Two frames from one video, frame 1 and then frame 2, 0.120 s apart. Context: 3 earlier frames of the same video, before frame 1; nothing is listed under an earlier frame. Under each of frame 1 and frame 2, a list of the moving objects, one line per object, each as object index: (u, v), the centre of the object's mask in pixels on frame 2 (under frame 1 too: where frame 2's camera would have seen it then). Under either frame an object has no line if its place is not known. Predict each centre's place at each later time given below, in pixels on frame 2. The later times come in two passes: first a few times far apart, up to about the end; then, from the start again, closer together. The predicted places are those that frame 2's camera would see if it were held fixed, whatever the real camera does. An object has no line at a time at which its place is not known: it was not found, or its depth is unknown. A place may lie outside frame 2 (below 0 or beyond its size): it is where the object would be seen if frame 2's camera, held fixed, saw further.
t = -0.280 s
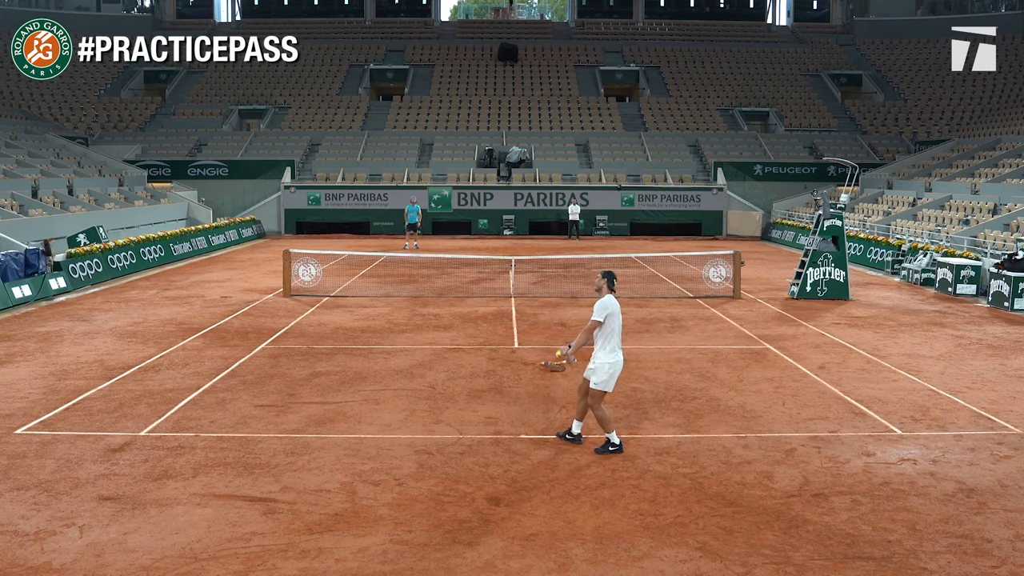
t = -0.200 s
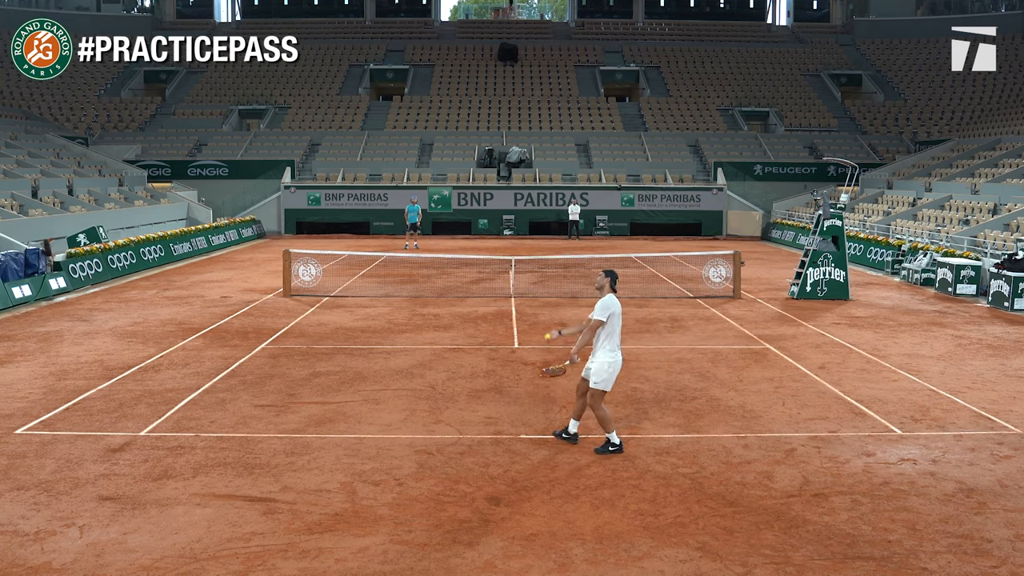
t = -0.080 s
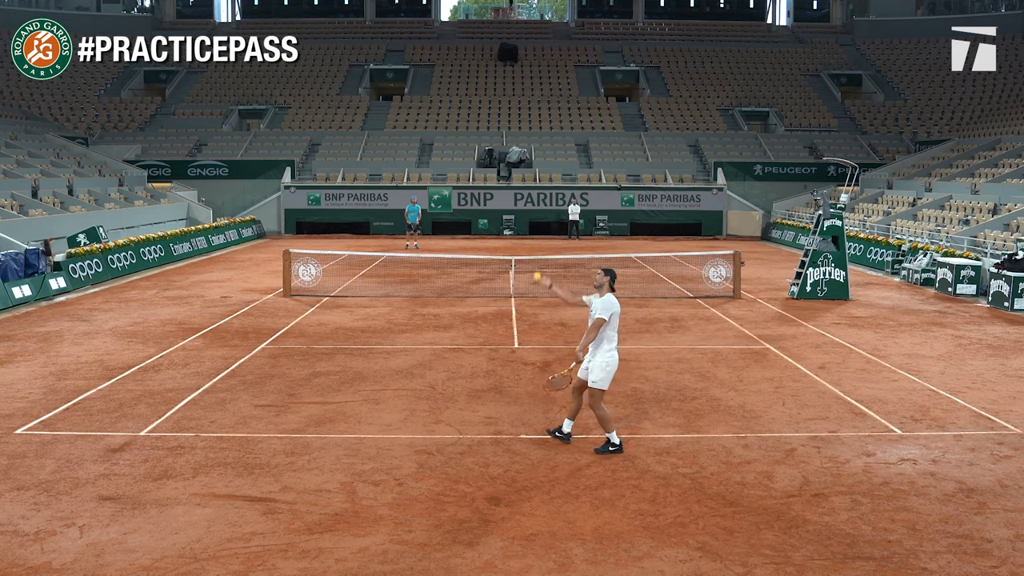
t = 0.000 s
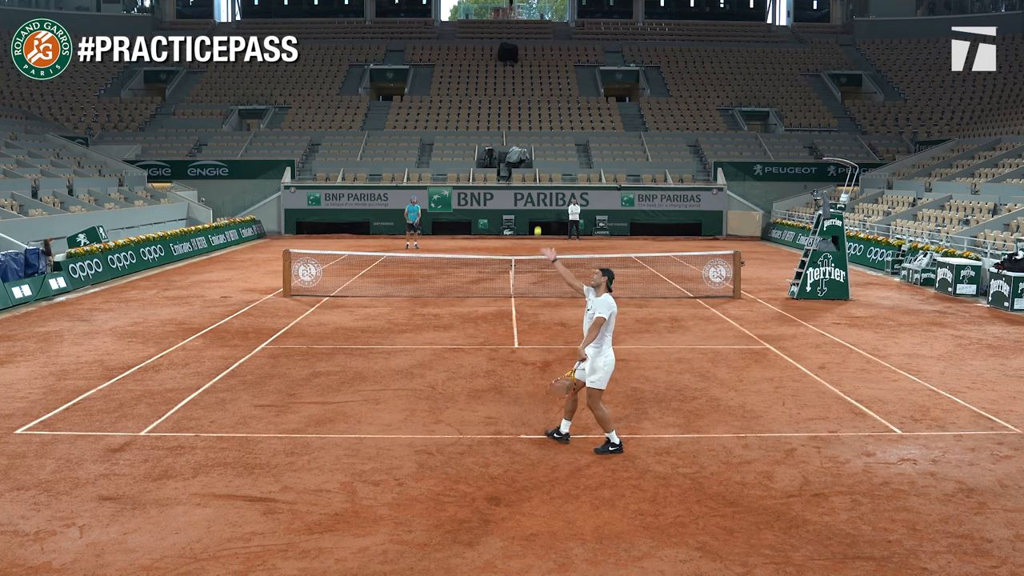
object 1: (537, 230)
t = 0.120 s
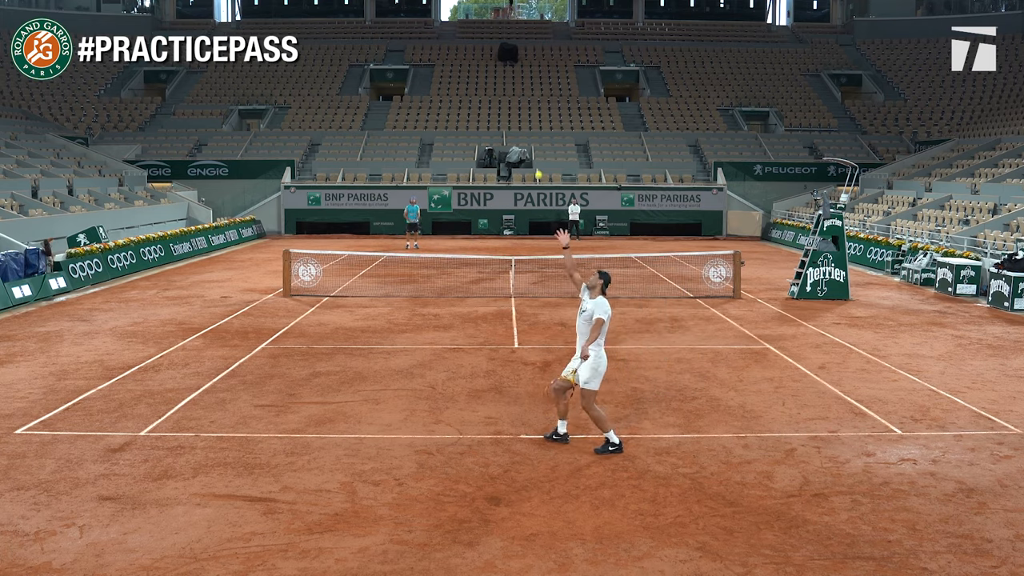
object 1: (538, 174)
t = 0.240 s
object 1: (538, 133)
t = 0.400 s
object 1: (538, 99)
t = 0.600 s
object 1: (539, 92)
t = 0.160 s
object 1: (538, 159)
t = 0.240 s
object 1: (538, 133)
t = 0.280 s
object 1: (538, 122)
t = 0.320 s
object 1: (538, 113)
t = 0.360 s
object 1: (538, 106)
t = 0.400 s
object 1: (538, 99)
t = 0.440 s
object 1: (539, 95)
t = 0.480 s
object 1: (539, 92)
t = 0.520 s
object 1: (539, 91)
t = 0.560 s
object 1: (539, 91)
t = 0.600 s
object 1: (539, 92)
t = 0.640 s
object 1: (539, 95)
